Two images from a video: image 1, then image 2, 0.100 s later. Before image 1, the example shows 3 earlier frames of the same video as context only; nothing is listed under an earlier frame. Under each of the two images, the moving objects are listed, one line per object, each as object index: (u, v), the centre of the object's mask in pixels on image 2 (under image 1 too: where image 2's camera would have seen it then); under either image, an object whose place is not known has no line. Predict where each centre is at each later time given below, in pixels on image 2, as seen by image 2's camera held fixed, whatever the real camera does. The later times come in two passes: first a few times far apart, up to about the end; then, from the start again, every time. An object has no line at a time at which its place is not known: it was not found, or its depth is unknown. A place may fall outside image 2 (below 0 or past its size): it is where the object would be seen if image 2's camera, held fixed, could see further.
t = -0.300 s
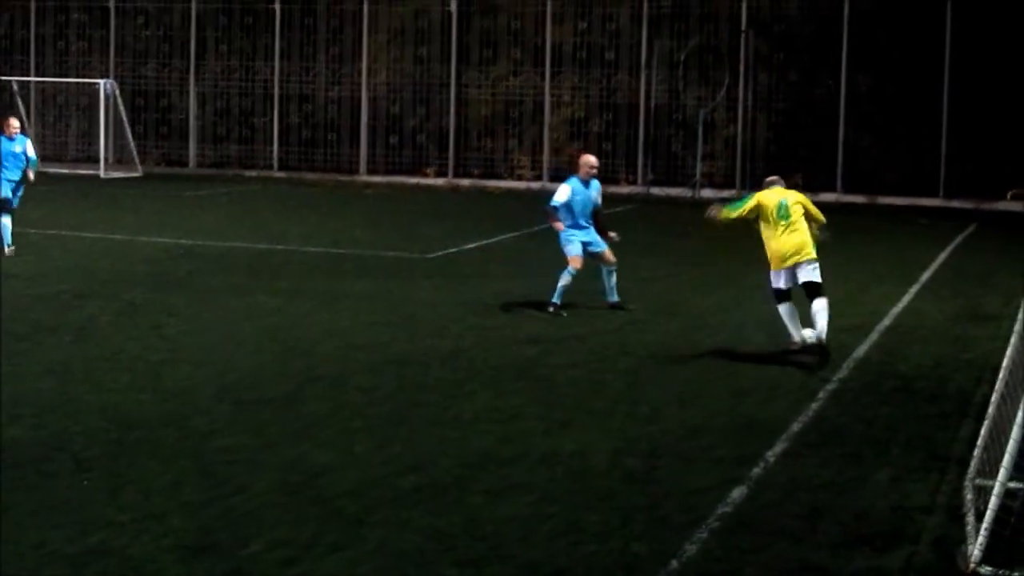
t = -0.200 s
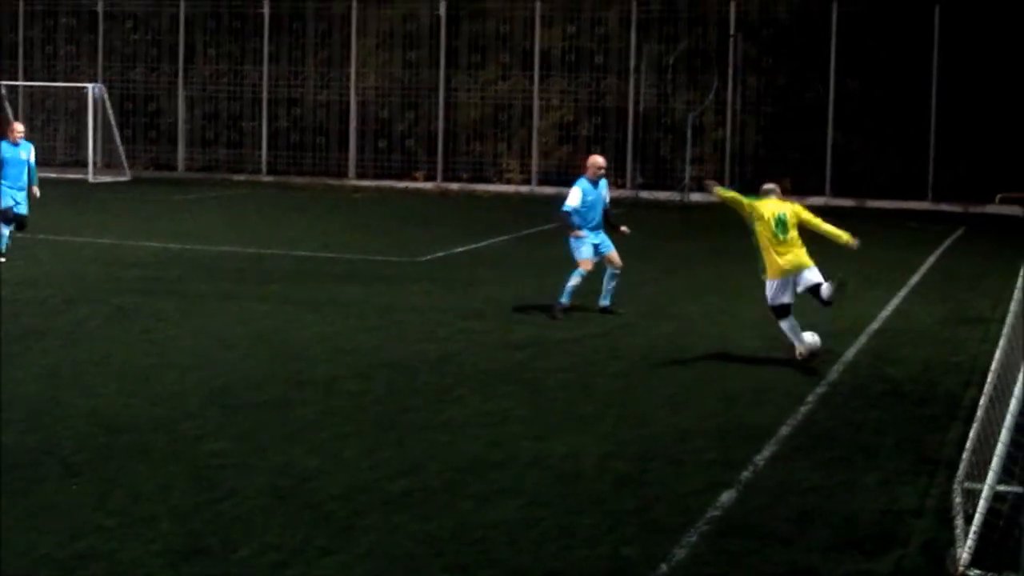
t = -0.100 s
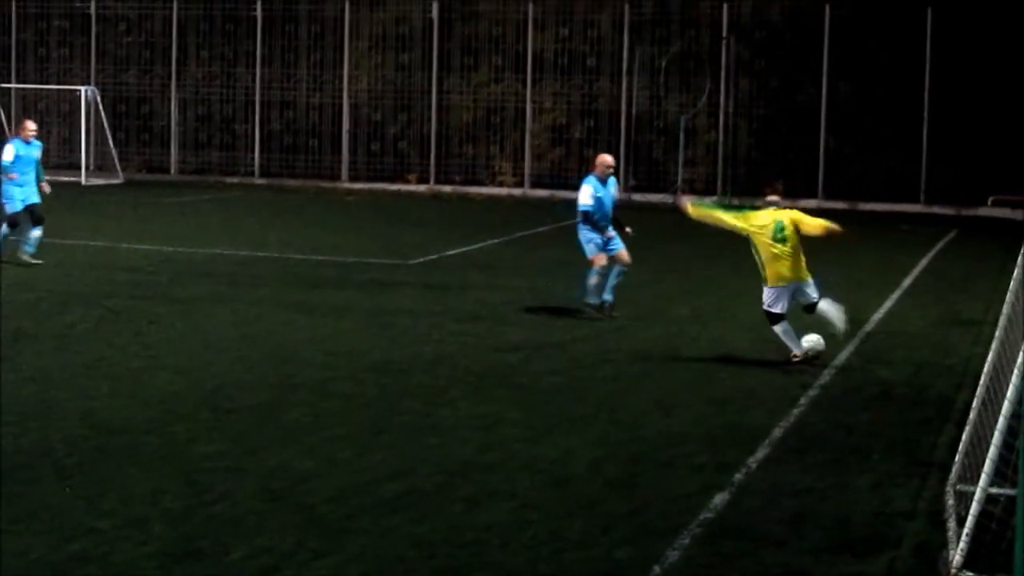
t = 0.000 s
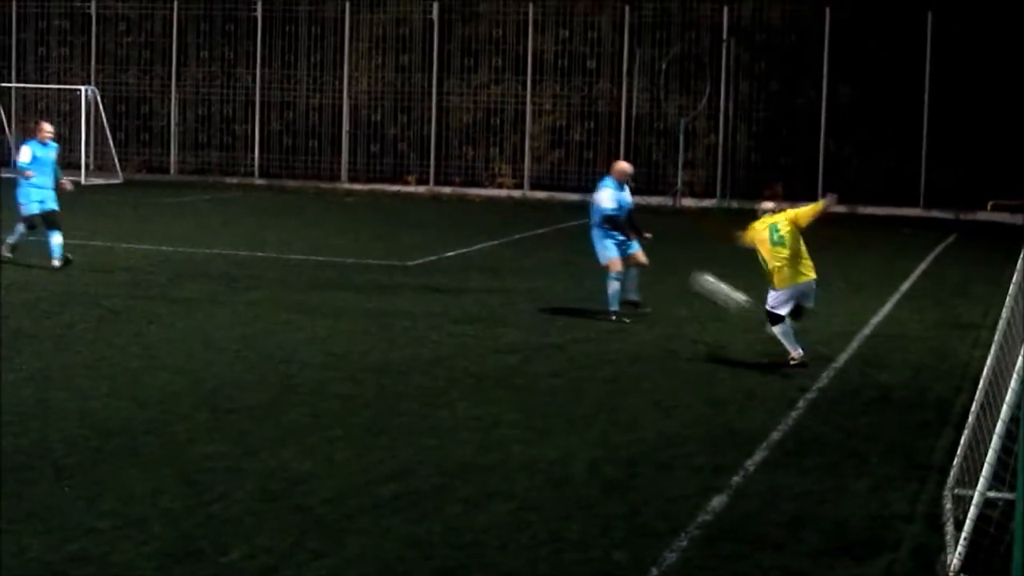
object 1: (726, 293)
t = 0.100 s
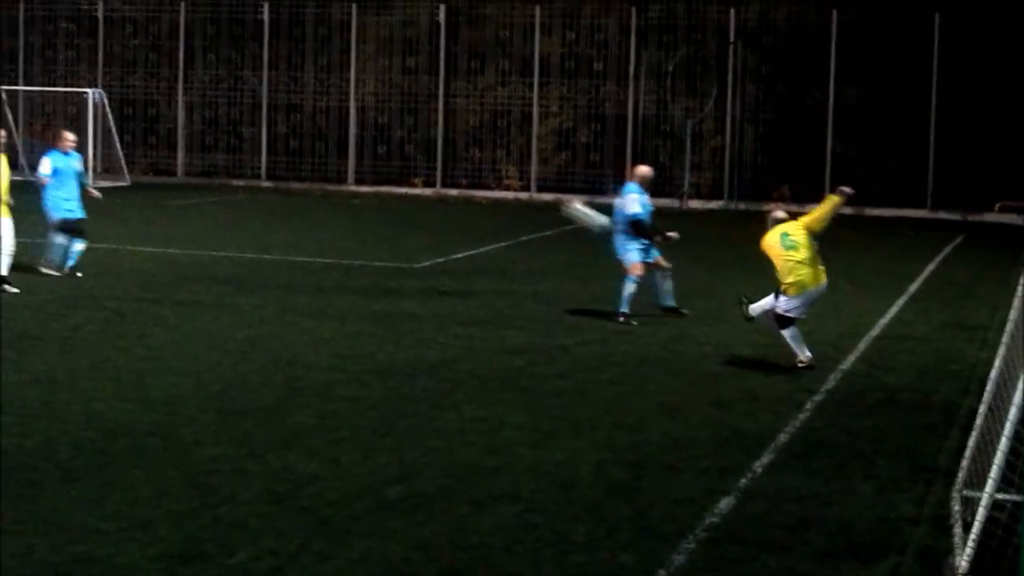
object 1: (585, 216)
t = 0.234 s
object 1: (427, 139)
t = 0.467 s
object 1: (200, 60)
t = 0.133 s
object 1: (547, 196)
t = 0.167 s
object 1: (503, 174)
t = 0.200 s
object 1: (464, 157)
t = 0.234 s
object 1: (427, 139)
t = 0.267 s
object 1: (391, 125)
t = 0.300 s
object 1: (357, 111)
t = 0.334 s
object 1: (323, 98)
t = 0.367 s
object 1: (287, 86)
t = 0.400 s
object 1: (259, 77)
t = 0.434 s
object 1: (230, 68)
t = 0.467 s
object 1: (200, 60)
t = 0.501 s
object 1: (170, 52)
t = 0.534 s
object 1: (145, 47)
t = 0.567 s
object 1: (119, 41)
